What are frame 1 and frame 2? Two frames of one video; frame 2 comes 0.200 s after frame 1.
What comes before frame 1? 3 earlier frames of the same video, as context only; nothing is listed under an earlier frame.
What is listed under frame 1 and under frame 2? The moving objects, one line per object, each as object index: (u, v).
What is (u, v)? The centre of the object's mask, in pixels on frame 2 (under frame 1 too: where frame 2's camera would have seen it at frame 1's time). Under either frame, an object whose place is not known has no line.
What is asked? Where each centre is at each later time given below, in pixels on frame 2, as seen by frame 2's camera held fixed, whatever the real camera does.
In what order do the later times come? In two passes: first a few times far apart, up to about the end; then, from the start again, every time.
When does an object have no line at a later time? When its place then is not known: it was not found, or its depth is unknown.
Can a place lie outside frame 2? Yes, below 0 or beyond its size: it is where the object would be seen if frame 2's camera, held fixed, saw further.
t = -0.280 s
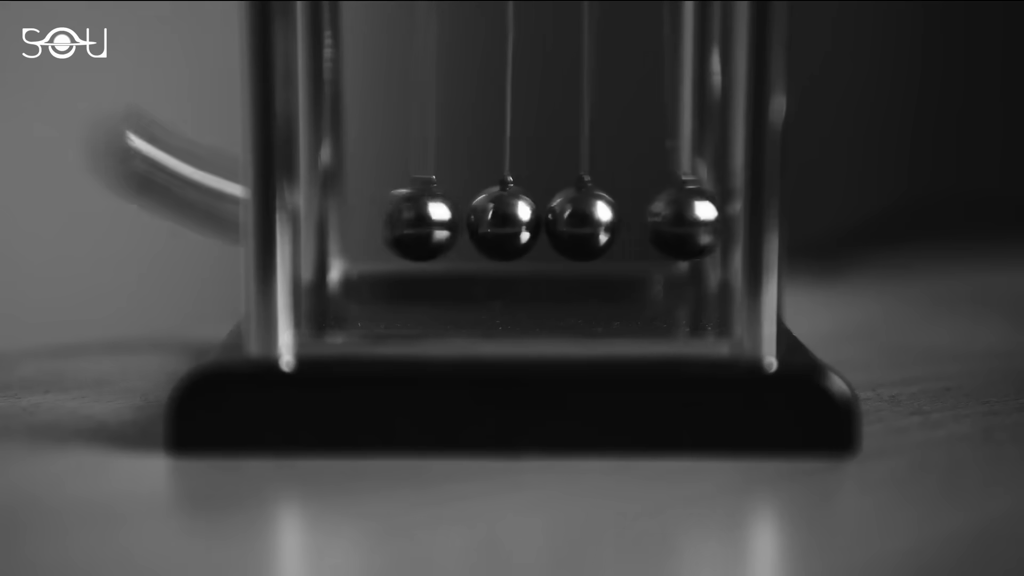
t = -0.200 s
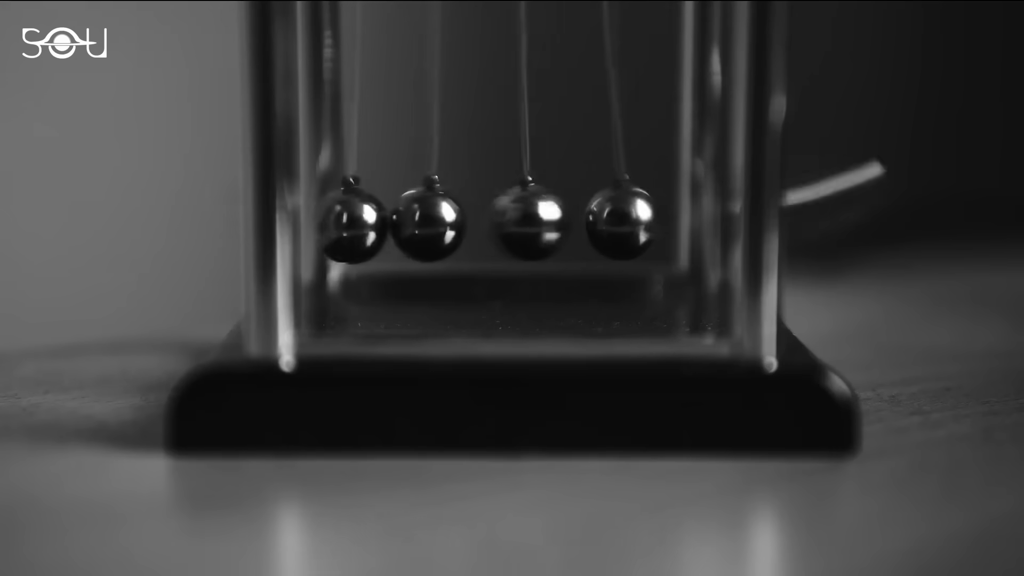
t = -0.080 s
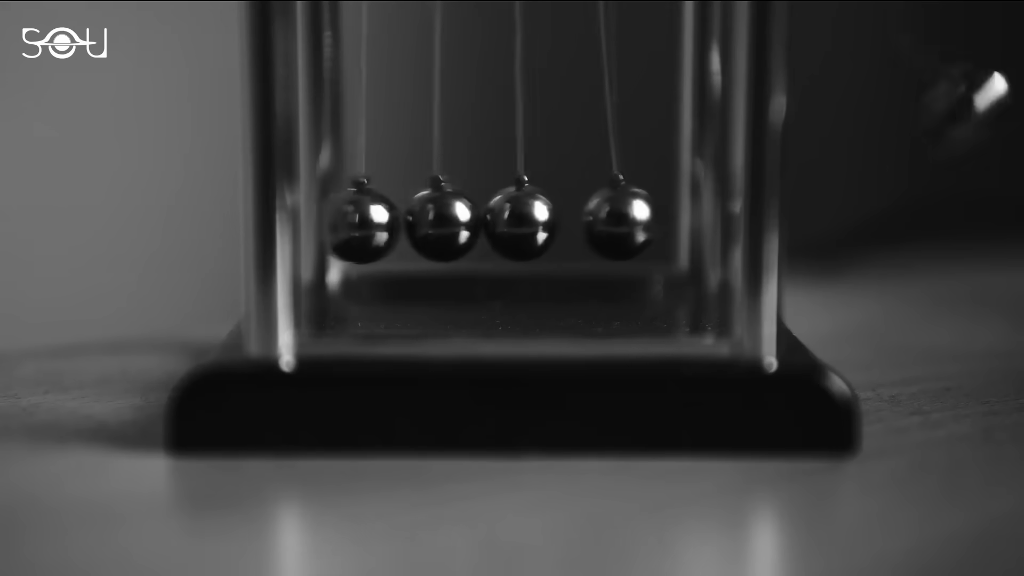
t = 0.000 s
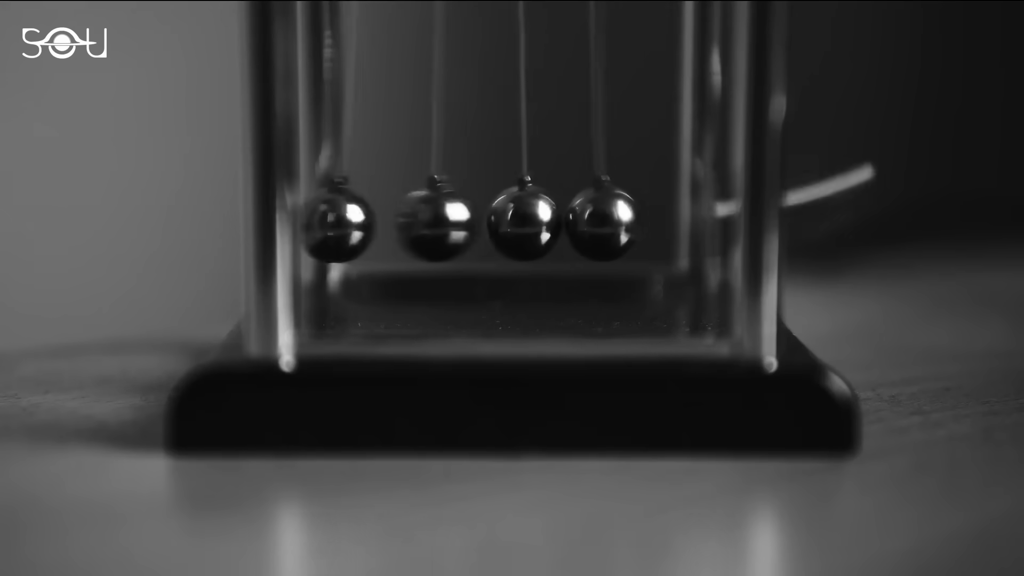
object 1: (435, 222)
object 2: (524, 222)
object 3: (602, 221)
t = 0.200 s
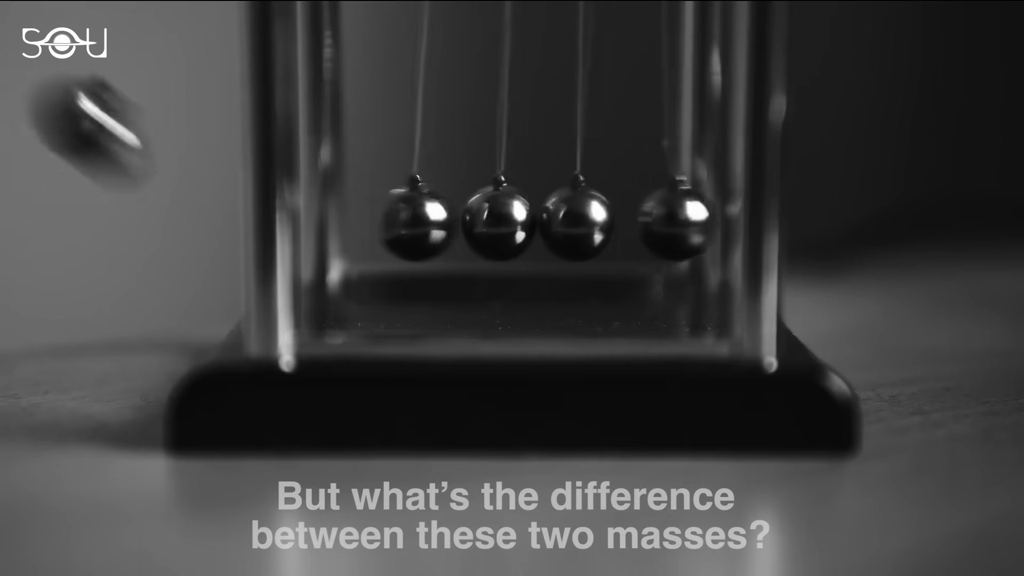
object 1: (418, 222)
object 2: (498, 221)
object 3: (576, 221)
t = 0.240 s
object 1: (423, 222)
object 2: (499, 221)
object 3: (585, 221)
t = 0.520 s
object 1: (425, 222)
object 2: (525, 221)
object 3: (604, 221)
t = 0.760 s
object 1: (421, 222)
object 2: (498, 221)
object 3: (596, 221)
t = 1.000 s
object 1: (432, 222)
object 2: (516, 221)
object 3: (620, 221)
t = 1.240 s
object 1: (405, 220)
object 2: (506, 221)
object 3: (591, 222)
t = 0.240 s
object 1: (423, 222)
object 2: (499, 221)
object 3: (585, 221)
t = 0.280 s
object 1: (425, 222)
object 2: (510, 222)
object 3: (604, 221)
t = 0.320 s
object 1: (433, 222)
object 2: (537, 221)
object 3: (617, 221)
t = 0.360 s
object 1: (442, 222)
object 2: (532, 221)
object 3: (621, 220)
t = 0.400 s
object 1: (446, 223)
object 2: (526, 221)
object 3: (620, 220)
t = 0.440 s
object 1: (450, 222)
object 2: (530, 221)
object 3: (611, 221)
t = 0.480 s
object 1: (441, 222)
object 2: (529, 221)
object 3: (606, 221)
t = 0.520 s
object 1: (425, 222)
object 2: (525, 221)
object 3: (604, 221)
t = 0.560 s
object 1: (411, 221)
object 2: (498, 219)
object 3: (595, 221)
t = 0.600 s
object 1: (406, 221)
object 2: (492, 220)
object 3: (586, 221)
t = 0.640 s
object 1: (407, 221)
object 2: (498, 221)
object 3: (576, 221)
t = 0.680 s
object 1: (414, 221)
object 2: (494, 221)
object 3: (572, 221)
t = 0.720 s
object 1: (418, 222)
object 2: (493, 221)
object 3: (581, 221)
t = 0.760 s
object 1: (421, 222)
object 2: (498, 221)
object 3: (596, 221)
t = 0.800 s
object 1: (429, 222)
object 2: (512, 221)
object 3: (609, 221)
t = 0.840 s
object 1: (449, 221)
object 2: (533, 220)
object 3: (616, 221)
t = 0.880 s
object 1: (449, 222)
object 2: (540, 220)
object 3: (623, 220)
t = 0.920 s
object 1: (440, 222)
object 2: (535, 220)
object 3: (633, 219)
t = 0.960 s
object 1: (436, 223)
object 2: (524, 220)
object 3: (632, 219)
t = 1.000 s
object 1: (432, 222)
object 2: (516, 221)
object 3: (620, 221)
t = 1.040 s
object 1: (421, 221)
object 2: (517, 221)
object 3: (602, 222)
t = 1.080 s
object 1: (413, 221)
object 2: (498, 219)
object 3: (578, 221)
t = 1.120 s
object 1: (404, 221)
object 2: (487, 220)
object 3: (576, 221)
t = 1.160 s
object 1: (394, 220)
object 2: (492, 220)
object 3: (582, 221)
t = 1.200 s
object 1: (394, 220)
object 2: (501, 221)
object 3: (586, 222)
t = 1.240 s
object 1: (405, 220)
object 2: (506, 221)
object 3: (591, 222)
